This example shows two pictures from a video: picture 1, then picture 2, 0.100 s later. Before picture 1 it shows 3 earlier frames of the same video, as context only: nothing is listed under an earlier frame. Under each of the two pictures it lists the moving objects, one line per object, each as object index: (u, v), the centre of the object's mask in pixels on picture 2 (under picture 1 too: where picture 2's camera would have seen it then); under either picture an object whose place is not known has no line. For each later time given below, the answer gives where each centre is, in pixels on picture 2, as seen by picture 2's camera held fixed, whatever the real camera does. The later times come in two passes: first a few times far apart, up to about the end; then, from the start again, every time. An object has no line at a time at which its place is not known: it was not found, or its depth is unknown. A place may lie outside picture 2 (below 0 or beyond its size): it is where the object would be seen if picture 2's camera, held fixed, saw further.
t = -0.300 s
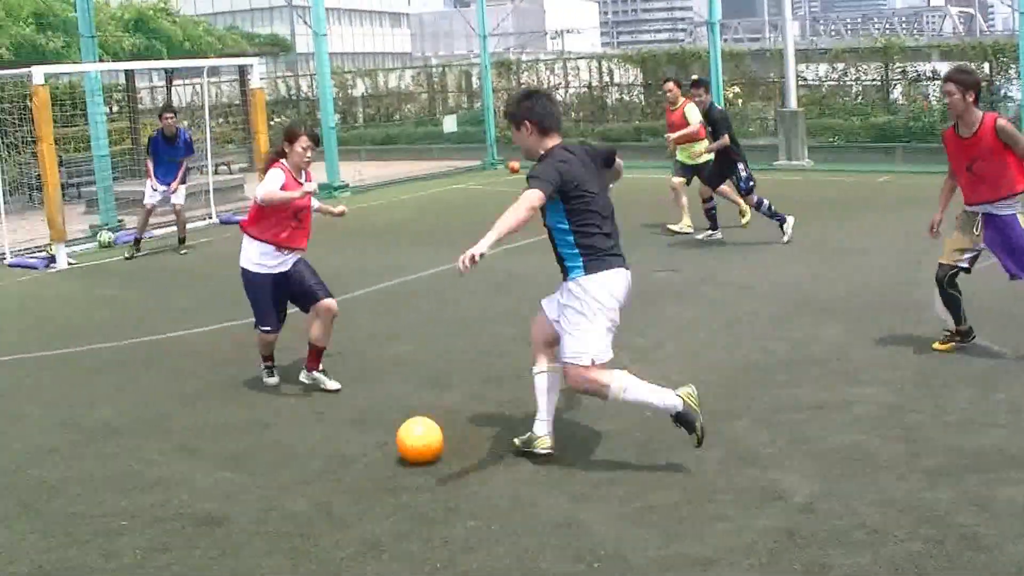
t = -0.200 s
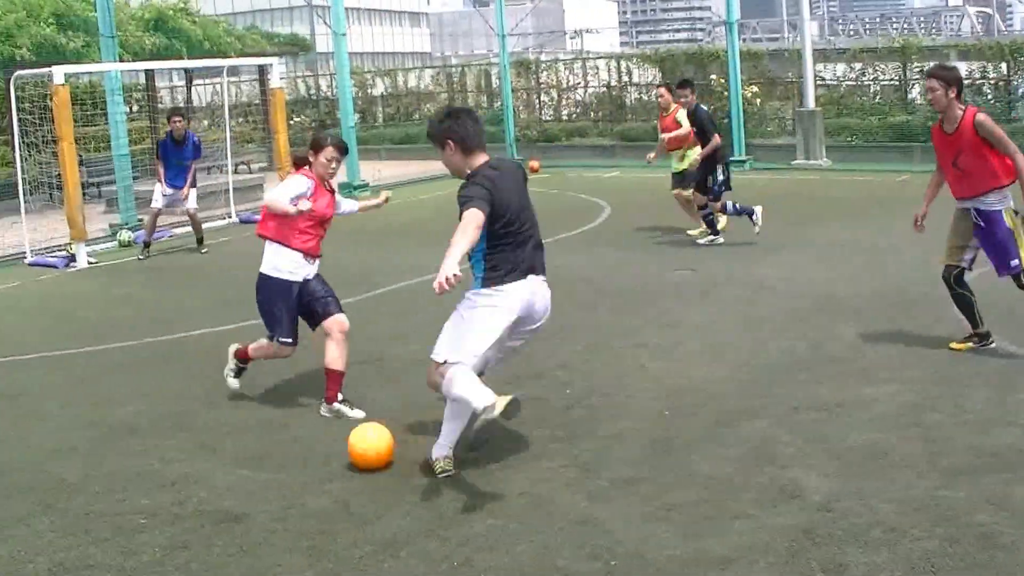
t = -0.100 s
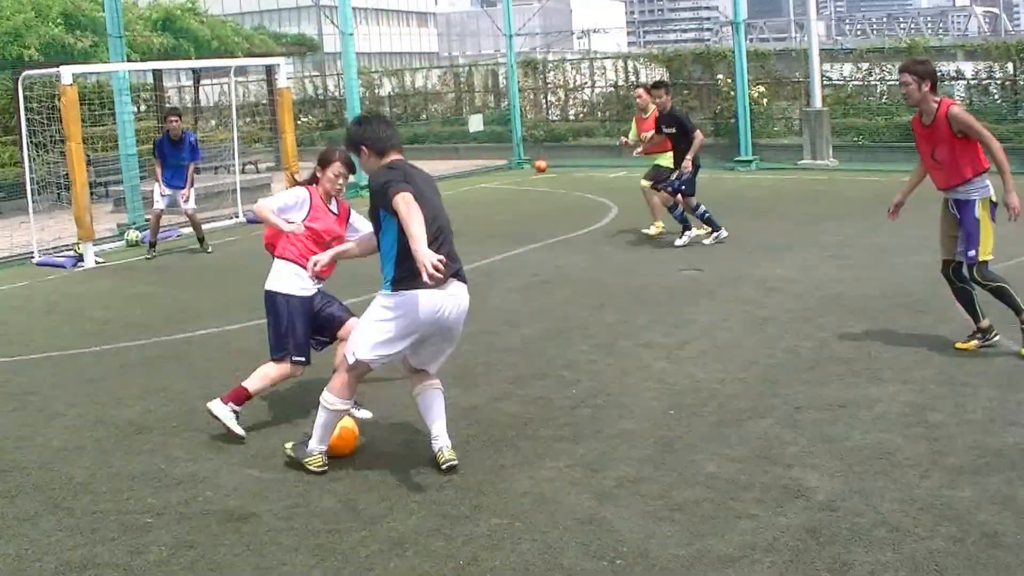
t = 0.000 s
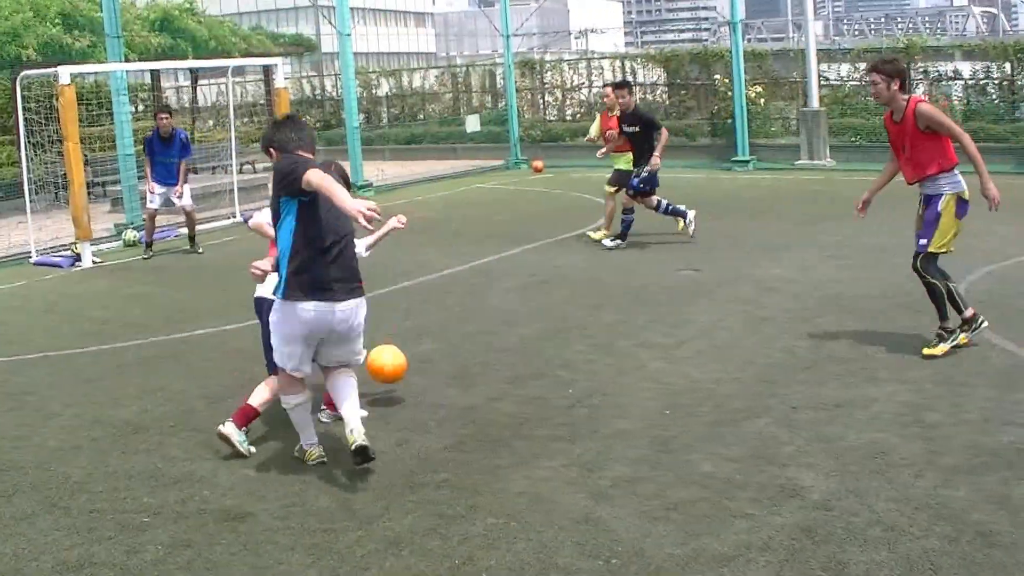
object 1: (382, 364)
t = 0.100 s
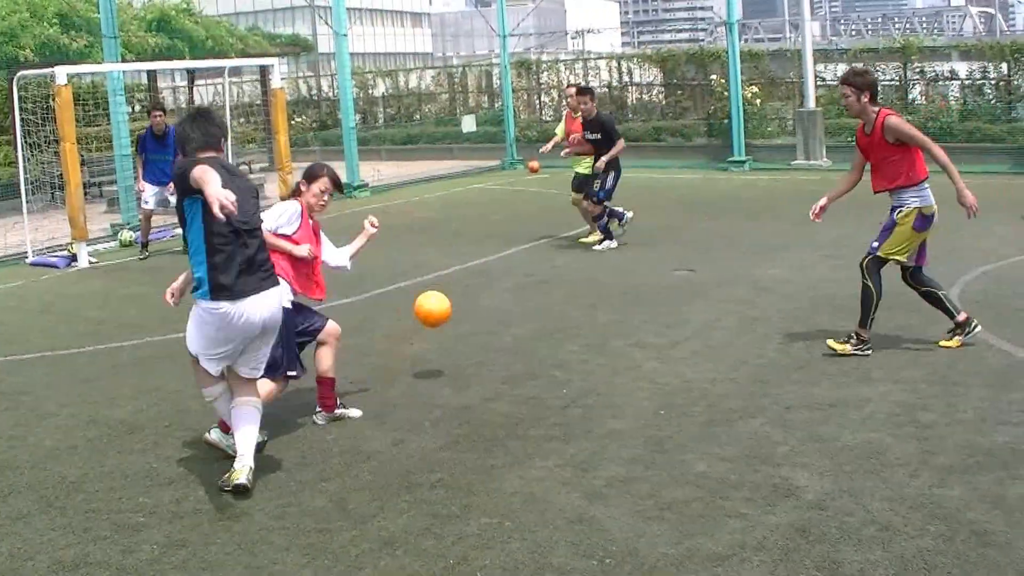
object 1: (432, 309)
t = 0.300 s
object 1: (519, 263)
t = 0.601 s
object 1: (607, 269)
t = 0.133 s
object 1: (449, 295)
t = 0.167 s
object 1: (464, 284)
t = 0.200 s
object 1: (479, 276)
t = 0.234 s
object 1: (492, 270)
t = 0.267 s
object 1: (506, 265)
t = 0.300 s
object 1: (519, 263)
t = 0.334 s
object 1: (531, 262)
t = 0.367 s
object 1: (542, 264)
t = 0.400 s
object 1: (554, 266)
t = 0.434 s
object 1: (565, 270)
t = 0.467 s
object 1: (576, 275)
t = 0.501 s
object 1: (586, 282)
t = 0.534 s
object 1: (595, 286)
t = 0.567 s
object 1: (601, 277)
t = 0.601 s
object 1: (607, 269)
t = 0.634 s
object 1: (613, 262)
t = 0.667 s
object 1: (619, 257)
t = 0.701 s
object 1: (625, 254)
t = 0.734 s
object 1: (630, 252)
